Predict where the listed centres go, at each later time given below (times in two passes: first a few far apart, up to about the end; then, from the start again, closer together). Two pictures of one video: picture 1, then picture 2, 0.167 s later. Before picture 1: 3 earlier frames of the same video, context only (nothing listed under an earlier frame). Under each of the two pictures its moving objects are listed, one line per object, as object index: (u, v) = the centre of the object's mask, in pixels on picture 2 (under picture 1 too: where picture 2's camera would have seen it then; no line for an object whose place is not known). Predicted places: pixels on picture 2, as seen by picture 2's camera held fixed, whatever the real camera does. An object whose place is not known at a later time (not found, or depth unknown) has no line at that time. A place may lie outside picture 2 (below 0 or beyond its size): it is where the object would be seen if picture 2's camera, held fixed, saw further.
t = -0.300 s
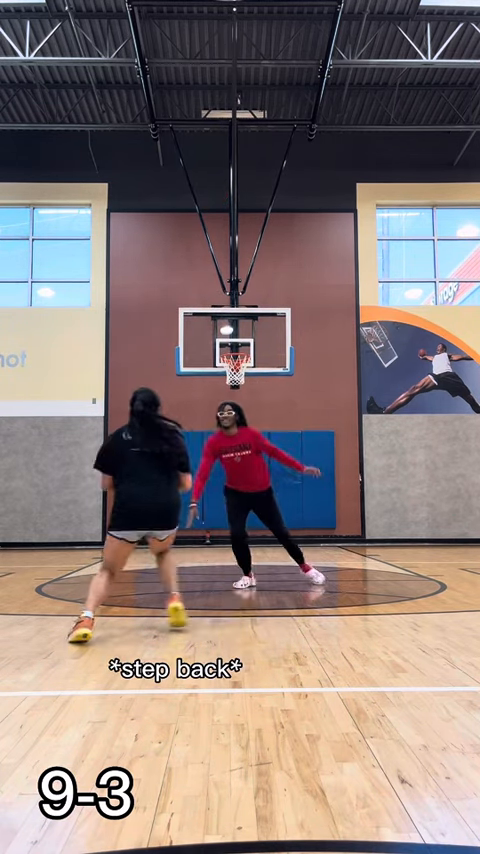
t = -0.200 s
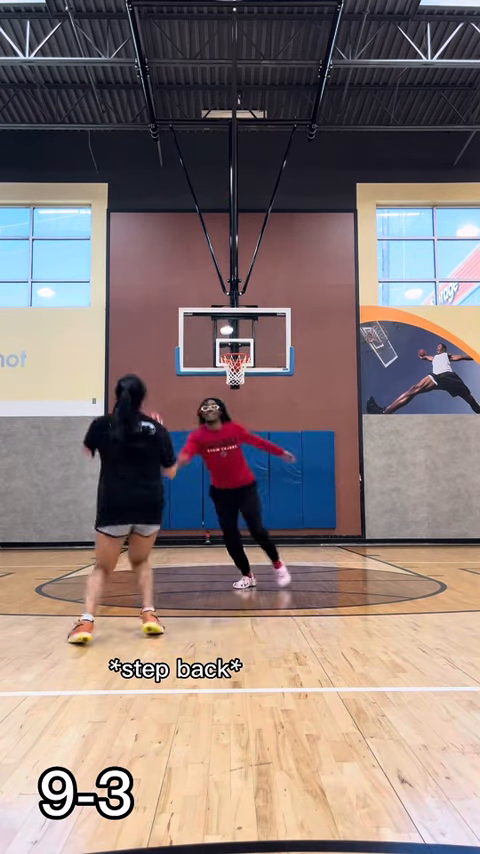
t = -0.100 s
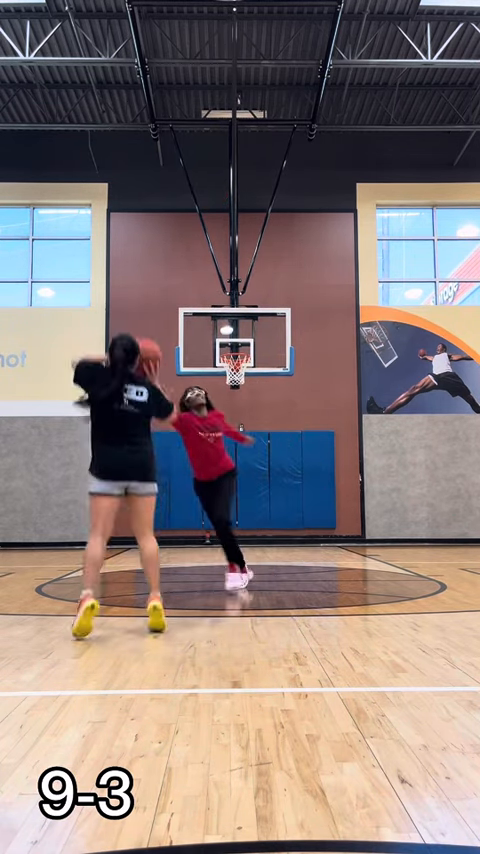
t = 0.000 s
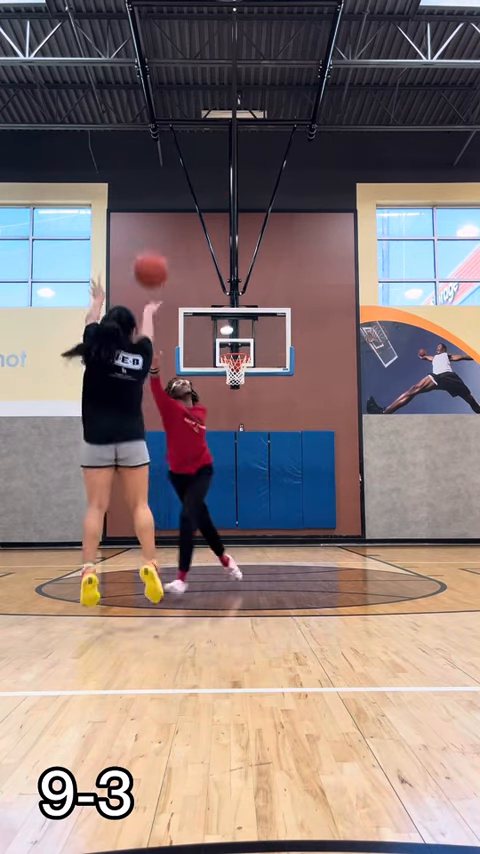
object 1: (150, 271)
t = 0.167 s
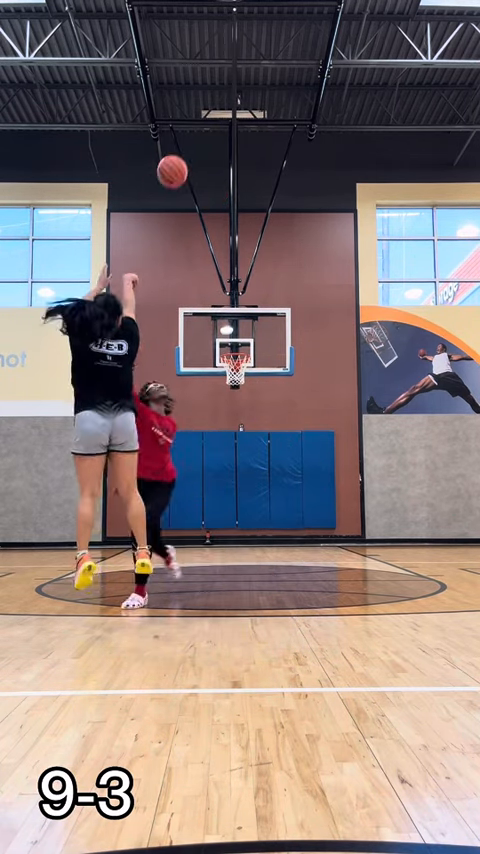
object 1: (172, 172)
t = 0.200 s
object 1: (175, 159)
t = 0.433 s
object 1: (196, 118)
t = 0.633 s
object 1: (209, 127)
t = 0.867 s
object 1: (221, 172)
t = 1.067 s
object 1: (230, 230)
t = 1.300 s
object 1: (238, 319)
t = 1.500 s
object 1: (236, 378)
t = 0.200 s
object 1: (175, 159)
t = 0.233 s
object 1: (179, 149)
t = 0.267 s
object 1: (182, 140)
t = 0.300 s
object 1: (185, 133)
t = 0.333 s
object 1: (188, 128)
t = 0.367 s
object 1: (191, 123)
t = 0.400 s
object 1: (194, 120)
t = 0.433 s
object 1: (196, 118)
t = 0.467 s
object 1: (198, 118)
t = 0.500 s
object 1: (201, 118)
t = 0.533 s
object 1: (203, 119)
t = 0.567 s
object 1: (205, 121)
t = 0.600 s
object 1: (207, 124)
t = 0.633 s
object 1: (209, 127)
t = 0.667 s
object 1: (211, 132)
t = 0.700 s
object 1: (213, 137)
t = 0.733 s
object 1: (215, 143)
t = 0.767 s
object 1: (216, 149)
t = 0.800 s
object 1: (218, 156)
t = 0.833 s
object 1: (220, 163)
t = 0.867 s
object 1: (221, 172)
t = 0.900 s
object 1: (222, 180)
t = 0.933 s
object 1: (224, 189)
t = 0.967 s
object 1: (226, 199)
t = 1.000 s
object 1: (226, 209)
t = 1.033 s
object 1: (228, 219)
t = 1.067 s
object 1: (230, 230)
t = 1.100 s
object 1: (231, 242)
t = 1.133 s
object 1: (232, 253)
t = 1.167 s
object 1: (233, 266)
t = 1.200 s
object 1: (234, 279)
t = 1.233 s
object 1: (235, 292)
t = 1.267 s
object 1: (237, 304)
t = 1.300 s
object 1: (238, 319)
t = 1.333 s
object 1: (240, 331)
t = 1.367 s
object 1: (240, 347)
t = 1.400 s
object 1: (242, 355)
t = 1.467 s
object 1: (238, 377)
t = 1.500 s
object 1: (236, 378)
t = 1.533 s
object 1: (235, 379)
